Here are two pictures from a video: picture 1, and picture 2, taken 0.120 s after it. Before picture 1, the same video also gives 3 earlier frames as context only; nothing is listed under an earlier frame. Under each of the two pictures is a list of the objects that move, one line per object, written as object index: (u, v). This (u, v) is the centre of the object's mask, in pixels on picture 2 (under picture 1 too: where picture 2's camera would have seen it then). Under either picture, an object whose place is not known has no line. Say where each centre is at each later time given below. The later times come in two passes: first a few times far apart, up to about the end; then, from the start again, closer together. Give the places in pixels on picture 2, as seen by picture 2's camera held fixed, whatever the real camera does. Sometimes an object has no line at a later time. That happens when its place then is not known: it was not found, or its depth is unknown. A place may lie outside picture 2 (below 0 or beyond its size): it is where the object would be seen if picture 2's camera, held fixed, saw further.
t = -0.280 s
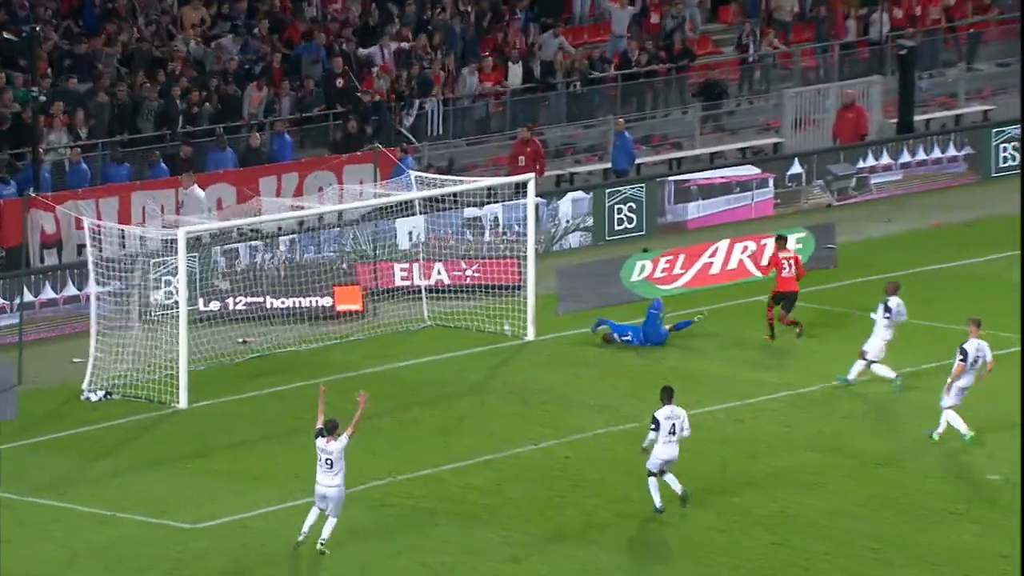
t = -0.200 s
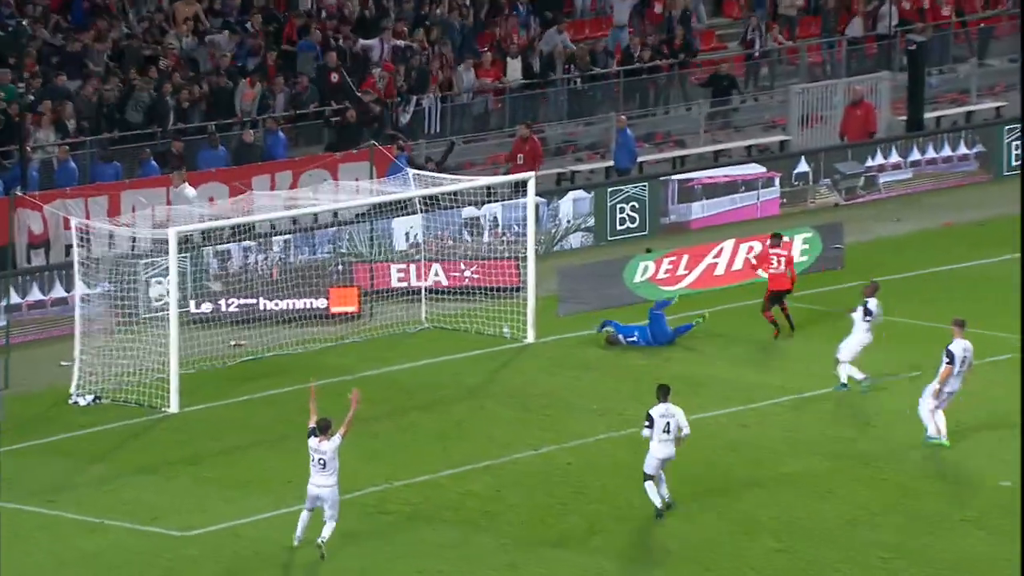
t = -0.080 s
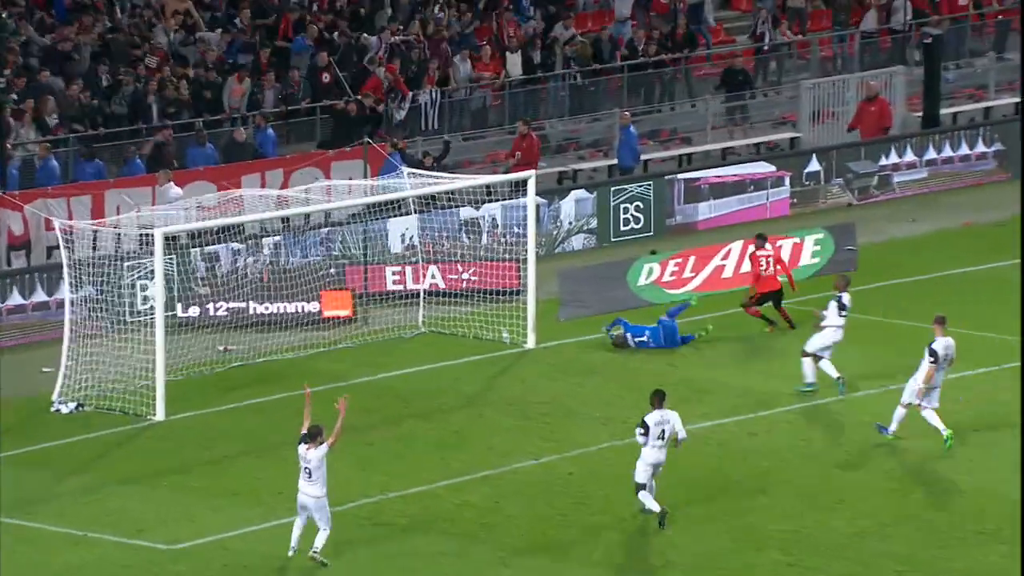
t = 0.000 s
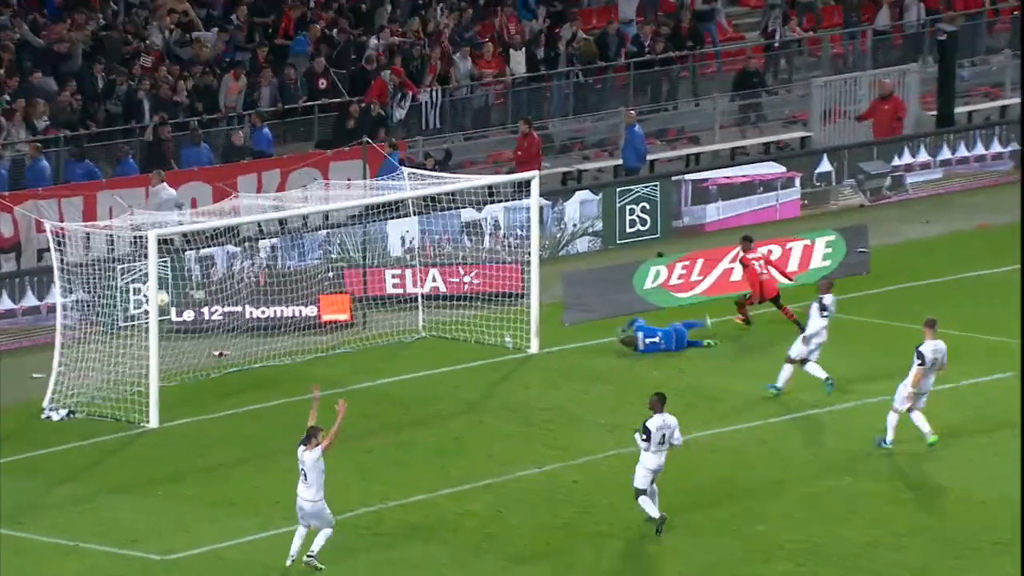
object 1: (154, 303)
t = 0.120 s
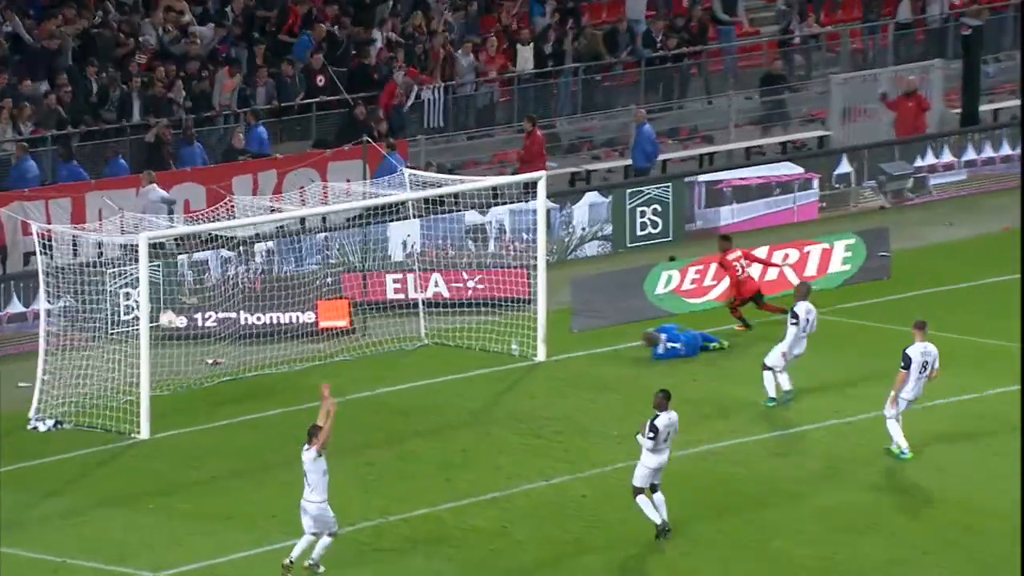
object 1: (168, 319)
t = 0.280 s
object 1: (188, 355)
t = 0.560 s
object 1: (212, 407)
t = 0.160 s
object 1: (172, 326)
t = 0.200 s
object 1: (177, 335)
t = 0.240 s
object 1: (183, 343)
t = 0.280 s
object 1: (188, 355)
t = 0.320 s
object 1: (193, 367)
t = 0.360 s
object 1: (198, 380)
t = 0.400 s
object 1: (203, 395)
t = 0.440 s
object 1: (208, 411)
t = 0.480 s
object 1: (212, 422)
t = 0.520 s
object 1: (213, 415)
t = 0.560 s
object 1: (212, 407)
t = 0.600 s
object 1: (212, 401)
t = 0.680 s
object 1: (212, 393)
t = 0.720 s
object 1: (211, 391)
